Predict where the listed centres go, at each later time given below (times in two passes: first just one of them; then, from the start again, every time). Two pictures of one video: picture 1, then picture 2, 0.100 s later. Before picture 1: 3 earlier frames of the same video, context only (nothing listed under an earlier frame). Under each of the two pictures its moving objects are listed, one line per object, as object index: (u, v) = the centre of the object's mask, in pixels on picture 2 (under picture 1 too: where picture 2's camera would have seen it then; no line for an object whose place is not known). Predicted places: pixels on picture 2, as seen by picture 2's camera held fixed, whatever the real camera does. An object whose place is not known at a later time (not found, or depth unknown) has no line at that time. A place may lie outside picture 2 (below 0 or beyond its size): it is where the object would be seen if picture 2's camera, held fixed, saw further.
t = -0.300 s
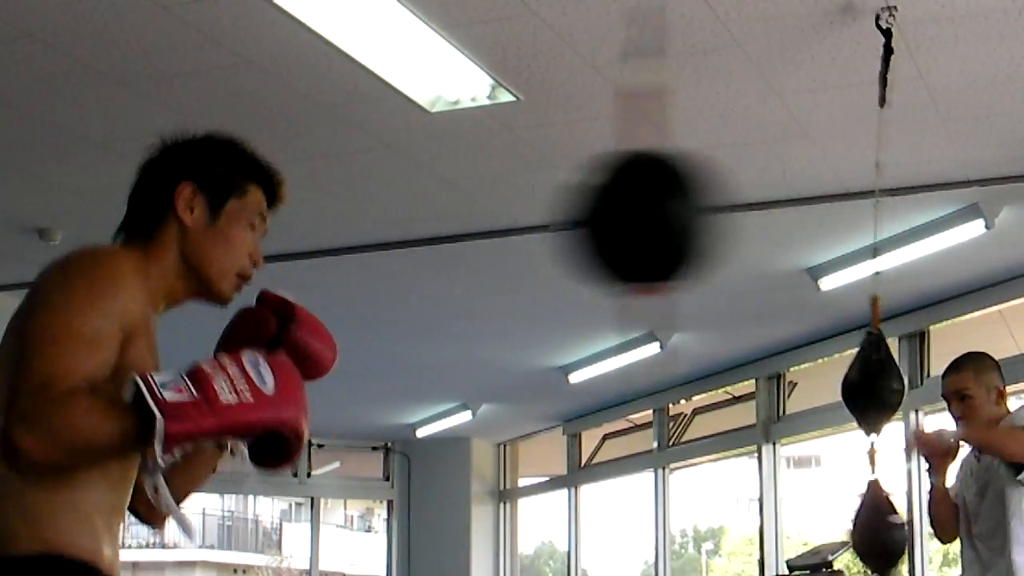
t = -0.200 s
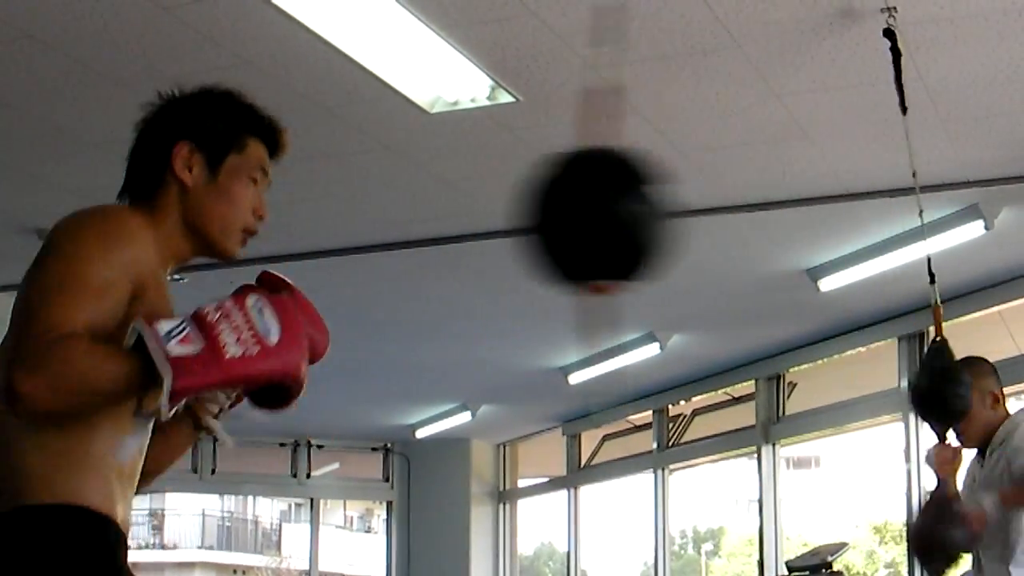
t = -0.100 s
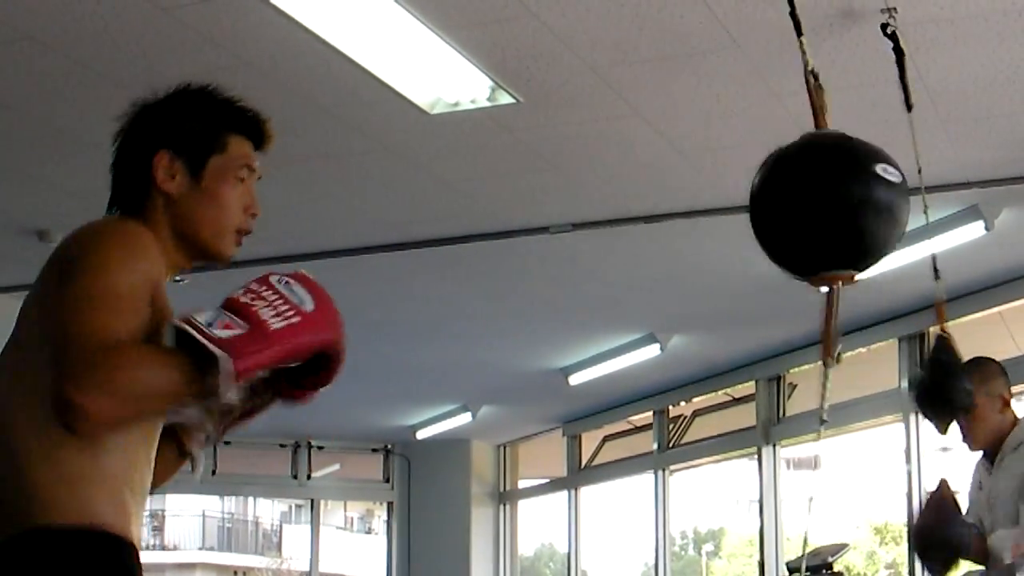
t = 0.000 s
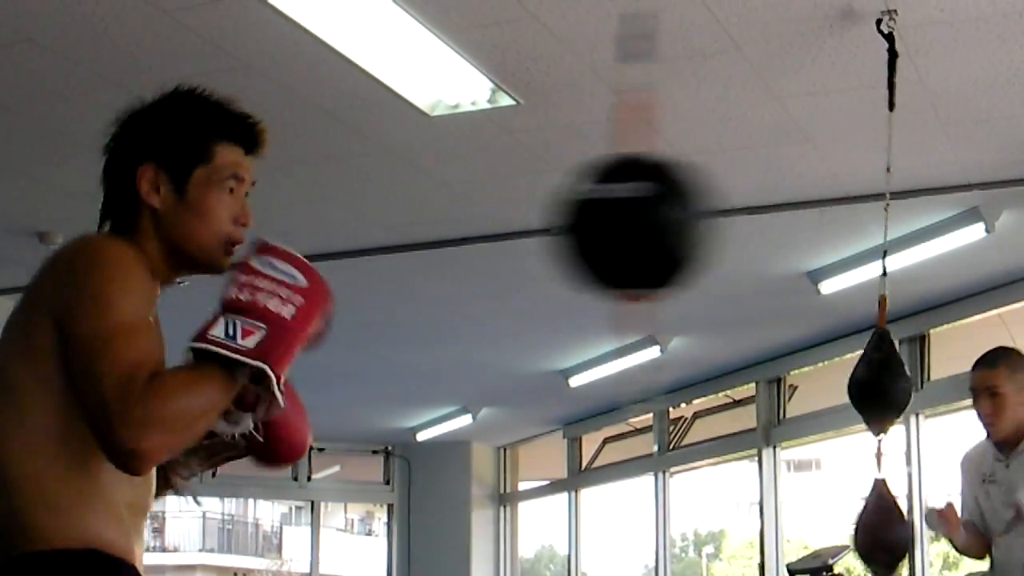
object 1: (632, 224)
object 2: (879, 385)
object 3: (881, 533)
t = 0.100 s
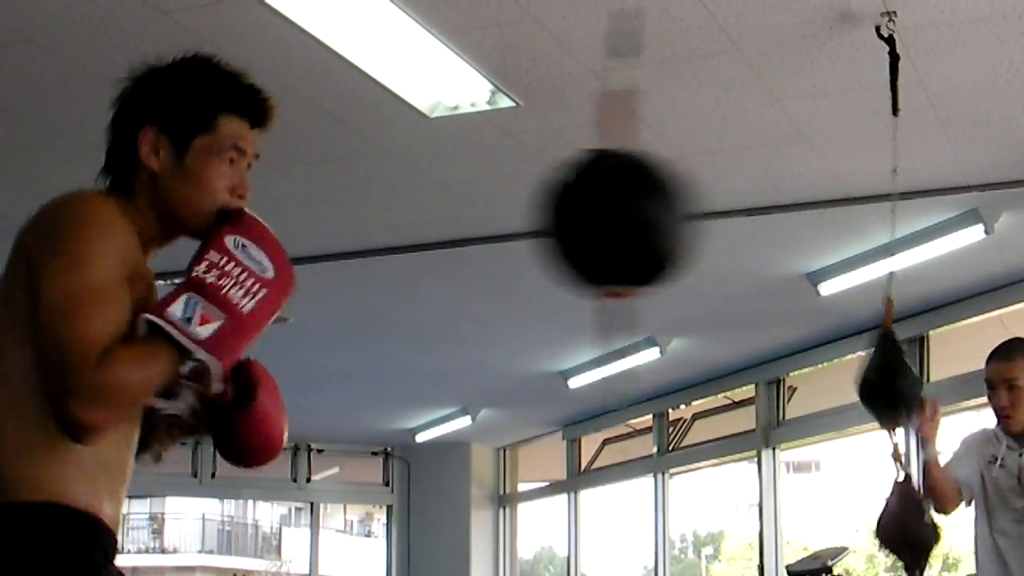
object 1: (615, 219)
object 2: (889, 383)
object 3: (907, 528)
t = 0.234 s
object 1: (783, 212)
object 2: (904, 376)
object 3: (921, 524)
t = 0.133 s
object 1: (701, 211)
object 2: (886, 369)
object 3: (901, 516)
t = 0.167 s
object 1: (781, 207)
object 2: (898, 398)
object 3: (891, 540)
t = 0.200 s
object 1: (812, 209)
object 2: (903, 396)
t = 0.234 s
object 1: (783, 212)
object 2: (904, 376)
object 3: (921, 524)
